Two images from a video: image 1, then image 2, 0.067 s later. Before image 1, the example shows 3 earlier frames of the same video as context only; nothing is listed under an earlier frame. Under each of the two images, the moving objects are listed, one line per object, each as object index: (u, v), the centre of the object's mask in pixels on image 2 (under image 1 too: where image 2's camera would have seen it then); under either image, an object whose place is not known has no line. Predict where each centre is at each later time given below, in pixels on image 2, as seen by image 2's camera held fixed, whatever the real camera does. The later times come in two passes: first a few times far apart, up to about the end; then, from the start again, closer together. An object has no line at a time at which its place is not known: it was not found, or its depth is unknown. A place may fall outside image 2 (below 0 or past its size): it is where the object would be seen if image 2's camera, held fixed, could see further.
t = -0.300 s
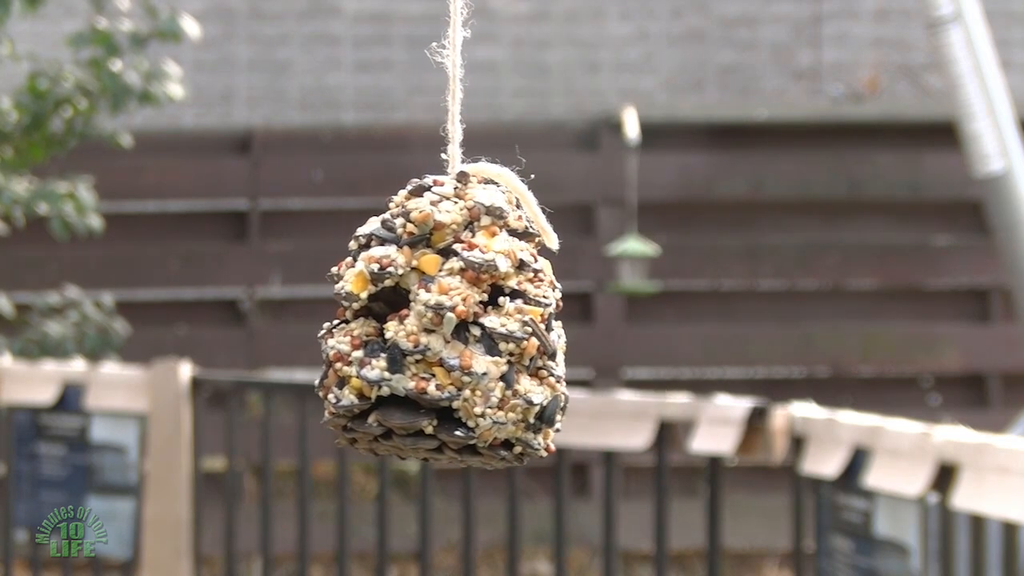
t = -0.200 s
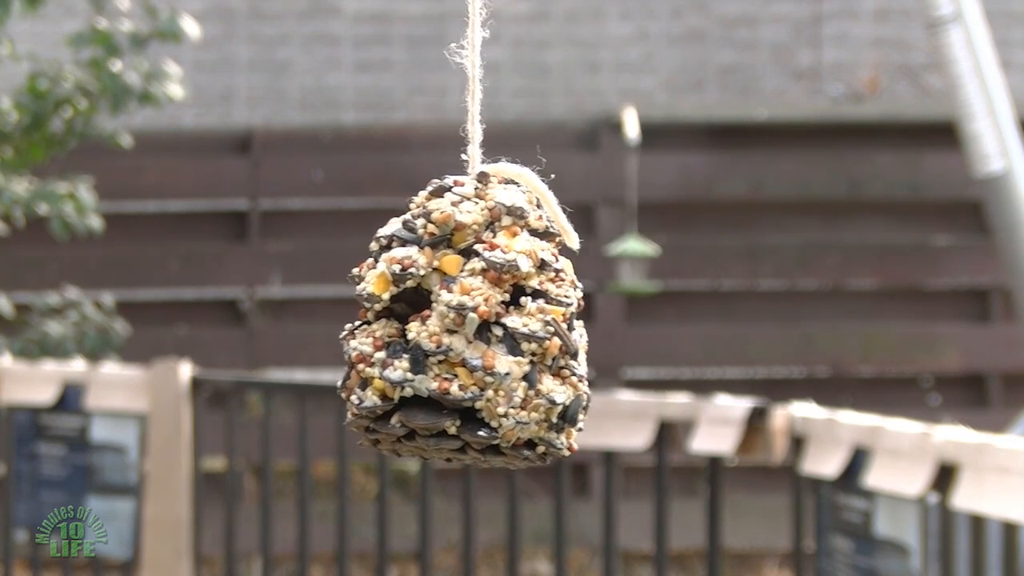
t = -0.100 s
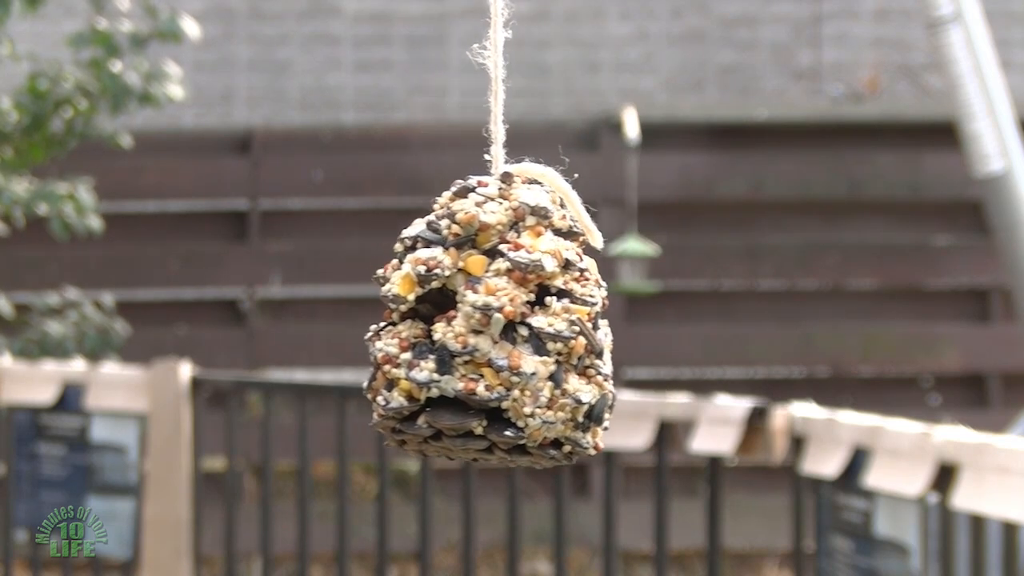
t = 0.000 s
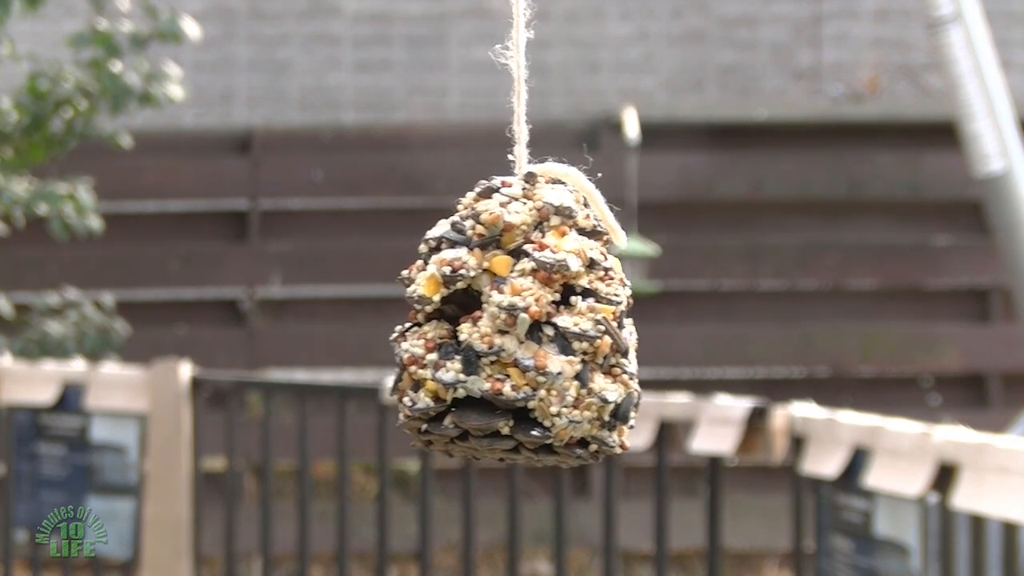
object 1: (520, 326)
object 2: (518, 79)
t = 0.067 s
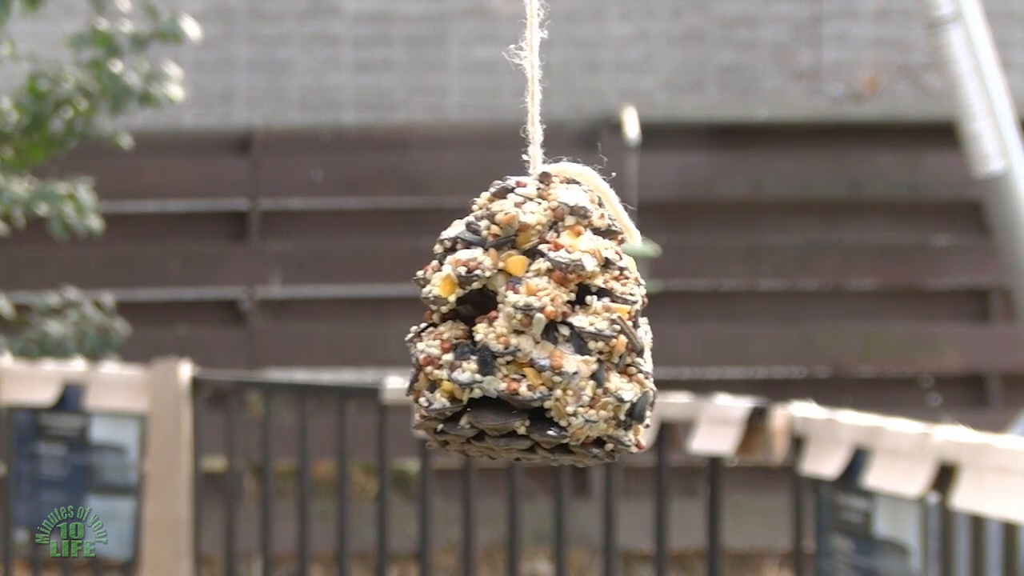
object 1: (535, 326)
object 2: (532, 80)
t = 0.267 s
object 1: (565, 325)
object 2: (560, 78)
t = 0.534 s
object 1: (556, 325)
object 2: (553, 78)
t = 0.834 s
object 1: (492, 326)
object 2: (495, 78)
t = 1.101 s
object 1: (436, 326)
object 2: (444, 78)
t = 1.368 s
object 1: (430, 327)
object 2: (437, 78)
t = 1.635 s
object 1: (475, 326)
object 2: (478, 79)
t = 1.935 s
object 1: (544, 326)
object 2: (540, 80)
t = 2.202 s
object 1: (565, 325)
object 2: (560, 78)
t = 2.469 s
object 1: (532, 326)
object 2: (531, 80)
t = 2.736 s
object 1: (471, 327)
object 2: (475, 80)
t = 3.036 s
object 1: (428, 327)
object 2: (436, 78)
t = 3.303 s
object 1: (450, 327)
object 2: (455, 79)
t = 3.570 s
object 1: (510, 329)
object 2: (509, 81)
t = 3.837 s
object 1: (558, 327)
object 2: (554, 79)
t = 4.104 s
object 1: (557, 327)
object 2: (554, 79)
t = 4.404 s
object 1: (500, 327)
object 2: (503, 80)
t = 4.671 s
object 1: (444, 328)
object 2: (451, 80)
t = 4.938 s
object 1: (429, 329)
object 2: (438, 79)
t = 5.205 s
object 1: (468, 329)
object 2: (472, 81)
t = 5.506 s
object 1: (537, 329)
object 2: (534, 81)
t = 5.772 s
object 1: (566, 328)
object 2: (561, 80)
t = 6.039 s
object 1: (540, 329)
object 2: (539, 81)
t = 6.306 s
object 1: (480, 329)
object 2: (484, 81)
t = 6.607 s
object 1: (430, 329)
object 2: (439, 79)
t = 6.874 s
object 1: (443, 330)
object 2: (449, 80)
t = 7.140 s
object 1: (498, 330)
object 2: (499, 81)
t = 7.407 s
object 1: (552, 328)
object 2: (549, 79)
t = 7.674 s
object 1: (561, 328)
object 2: (558, 79)
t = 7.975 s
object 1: (512, 330)
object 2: (514, 81)
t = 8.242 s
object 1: (454, 330)
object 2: (462, 81)
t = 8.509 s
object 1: (430, 330)
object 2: (439, 80)
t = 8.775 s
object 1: (461, 331)
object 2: (466, 81)
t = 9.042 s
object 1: (521, 330)
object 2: (520, 83)
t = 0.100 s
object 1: (543, 327)
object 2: (539, 79)
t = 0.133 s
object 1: (548, 326)
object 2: (544, 80)
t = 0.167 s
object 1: (553, 326)
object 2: (549, 79)
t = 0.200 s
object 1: (558, 325)
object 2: (554, 78)
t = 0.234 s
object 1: (562, 325)
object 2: (557, 78)
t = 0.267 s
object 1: (565, 325)
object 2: (560, 78)
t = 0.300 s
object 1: (567, 325)
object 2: (562, 78)
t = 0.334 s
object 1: (570, 326)
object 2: (564, 78)
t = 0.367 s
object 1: (569, 325)
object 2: (564, 78)
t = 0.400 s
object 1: (569, 326)
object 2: (564, 78)
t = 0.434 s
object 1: (566, 325)
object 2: (562, 77)
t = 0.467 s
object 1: (564, 325)
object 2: (559, 77)
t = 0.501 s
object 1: (561, 325)
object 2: (557, 78)
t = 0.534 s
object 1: (556, 325)
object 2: (553, 78)
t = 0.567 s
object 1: (551, 325)
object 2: (549, 78)
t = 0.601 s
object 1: (546, 327)
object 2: (544, 79)
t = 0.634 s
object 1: (539, 326)
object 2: (537, 78)
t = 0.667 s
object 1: (532, 326)
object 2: (531, 79)
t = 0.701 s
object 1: (524, 325)
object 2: (524, 79)
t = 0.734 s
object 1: (517, 326)
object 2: (518, 79)
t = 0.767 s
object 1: (508, 325)
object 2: (510, 78)
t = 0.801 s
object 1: (500, 326)
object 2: (502, 78)
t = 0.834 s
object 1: (492, 326)
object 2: (495, 78)
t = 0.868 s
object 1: (485, 327)
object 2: (489, 80)
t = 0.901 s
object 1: (476, 326)
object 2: (481, 79)
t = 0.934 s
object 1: (468, 325)
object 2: (473, 78)
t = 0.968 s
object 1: (461, 326)
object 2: (466, 79)
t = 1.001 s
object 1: (453, 325)
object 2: (459, 78)
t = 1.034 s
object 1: (447, 325)
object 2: (453, 78)
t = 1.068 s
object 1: (441, 326)
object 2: (448, 79)
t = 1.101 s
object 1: (436, 326)
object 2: (444, 78)
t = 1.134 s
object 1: (433, 326)
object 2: (441, 79)
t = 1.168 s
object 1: (429, 326)
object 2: (437, 78)
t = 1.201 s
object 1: (427, 326)
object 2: (435, 77)
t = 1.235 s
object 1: (426, 326)
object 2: (434, 77)
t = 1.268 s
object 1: (426, 326)
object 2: (434, 77)
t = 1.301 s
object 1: (425, 326)
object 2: (433, 77)
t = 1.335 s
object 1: (426, 325)
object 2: (434, 76)
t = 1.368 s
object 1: (430, 327)
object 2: (437, 78)
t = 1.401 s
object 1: (433, 326)
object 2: (440, 77)
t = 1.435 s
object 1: (436, 326)
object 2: (443, 78)
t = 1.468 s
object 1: (441, 326)
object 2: (447, 77)
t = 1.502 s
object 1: (447, 326)
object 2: (452, 78)
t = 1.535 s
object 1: (453, 326)
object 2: (458, 77)
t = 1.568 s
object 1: (460, 326)
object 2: (464, 78)
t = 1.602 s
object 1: (468, 327)
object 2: (471, 78)
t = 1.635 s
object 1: (475, 326)
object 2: (478, 79)
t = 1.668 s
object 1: (484, 326)
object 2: (485, 78)
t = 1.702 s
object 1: (492, 326)
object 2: (493, 79)
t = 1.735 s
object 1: (500, 326)
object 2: (500, 78)
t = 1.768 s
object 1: (508, 327)
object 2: (507, 79)
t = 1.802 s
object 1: (516, 326)
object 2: (515, 79)
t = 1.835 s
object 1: (524, 326)
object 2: (522, 79)
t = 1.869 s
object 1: (531, 326)
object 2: (529, 80)
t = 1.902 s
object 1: (538, 326)
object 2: (535, 79)
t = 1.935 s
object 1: (544, 326)
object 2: (540, 80)
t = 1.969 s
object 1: (550, 326)
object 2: (546, 78)
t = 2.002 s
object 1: (554, 325)
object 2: (550, 78)
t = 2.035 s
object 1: (558, 325)
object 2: (554, 78)
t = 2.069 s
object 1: (561, 325)
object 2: (556, 78)
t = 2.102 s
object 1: (564, 325)
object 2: (559, 78)
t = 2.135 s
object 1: (565, 325)
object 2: (560, 78)
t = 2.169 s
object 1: (565, 325)
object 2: (560, 78)
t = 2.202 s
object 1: (565, 325)
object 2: (560, 78)
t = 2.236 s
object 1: (564, 325)
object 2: (559, 78)
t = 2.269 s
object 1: (561, 325)
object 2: (557, 78)
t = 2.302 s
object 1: (558, 326)
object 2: (555, 78)
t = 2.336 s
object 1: (554, 326)
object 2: (551, 78)
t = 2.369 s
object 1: (549, 326)
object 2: (547, 78)
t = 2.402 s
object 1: (545, 326)
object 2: (542, 79)
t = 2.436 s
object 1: (538, 326)
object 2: (537, 79)
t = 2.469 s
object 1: (532, 326)
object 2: (531, 80)
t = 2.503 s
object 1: (524, 326)
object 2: (524, 80)
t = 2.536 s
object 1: (517, 327)
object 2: (518, 80)
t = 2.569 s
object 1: (510, 327)
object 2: (511, 80)
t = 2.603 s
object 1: (502, 327)
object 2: (504, 80)
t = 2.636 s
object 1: (494, 327)
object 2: (496, 80)
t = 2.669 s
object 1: (486, 327)
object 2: (490, 80)
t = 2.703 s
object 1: (478, 327)
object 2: (482, 80)
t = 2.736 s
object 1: (471, 327)
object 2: (475, 80)
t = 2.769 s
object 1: (463, 327)
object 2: (468, 80)
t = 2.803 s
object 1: (456, 328)
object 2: (462, 81)
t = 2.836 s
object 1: (449, 327)
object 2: (456, 79)
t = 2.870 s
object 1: (444, 327)
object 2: (451, 80)
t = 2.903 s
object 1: (439, 327)
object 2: (446, 80)
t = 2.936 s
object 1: (435, 327)
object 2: (443, 80)
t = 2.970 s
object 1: (432, 327)
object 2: (440, 80)
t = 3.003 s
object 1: (429, 326)
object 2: (437, 78)
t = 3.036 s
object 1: (428, 327)
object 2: (436, 78)
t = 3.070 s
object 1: (428, 327)
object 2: (436, 78)
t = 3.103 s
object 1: (428, 327)
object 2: (436, 78)
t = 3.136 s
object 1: (430, 327)
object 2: (438, 78)
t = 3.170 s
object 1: (432, 327)
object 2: (439, 79)
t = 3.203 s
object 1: (435, 327)
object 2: (442, 79)
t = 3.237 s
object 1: (439, 327)
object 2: (446, 79)
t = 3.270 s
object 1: (444, 327)
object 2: (450, 79)
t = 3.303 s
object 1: (450, 327)
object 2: (455, 79)
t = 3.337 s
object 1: (456, 327)
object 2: (460, 79)
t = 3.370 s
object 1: (464, 328)
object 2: (467, 80)
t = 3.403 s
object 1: (471, 328)
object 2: (474, 80)
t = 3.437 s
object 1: (478, 328)
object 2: (481, 80)
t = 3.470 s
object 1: (487, 328)
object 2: (488, 80)
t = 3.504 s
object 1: (494, 328)
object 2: (495, 80)
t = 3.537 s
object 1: (502, 328)
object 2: (503, 80)
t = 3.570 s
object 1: (510, 329)
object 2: (509, 81)
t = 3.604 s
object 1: (518, 328)
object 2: (517, 79)
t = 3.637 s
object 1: (525, 328)
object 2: (524, 80)
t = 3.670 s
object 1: (532, 328)
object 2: (530, 81)
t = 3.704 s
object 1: (539, 328)
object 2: (536, 80)
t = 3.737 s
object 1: (545, 328)
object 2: (541, 81)
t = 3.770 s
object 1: (550, 328)
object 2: (546, 80)
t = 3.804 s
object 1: (554, 327)
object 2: (551, 80)
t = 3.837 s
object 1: (558, 327)
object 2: (554, 79)
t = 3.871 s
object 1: (561, 327)
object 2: (557, 79)
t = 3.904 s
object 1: (563, 327)
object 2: (558, 79)
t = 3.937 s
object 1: (564, 327)
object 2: (560, 79)
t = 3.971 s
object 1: (564, 327)
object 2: (560, 79)
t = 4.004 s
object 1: (564, 327)
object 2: (560, 79)
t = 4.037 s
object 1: (563, 327)
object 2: (559, 79)
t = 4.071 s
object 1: (560, 327)
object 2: (556, 79)
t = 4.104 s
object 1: (557, 327)
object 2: (554, 79)
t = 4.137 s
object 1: (553, 327)
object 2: (550, 79)
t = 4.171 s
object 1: (548, 327)
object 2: (546, 79)
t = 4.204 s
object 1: (543, 327)
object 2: (542, 80)
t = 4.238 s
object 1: (536, 327)
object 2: (535, 80)
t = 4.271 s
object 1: (530, 327)
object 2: (530, 80)
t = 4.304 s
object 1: (523, 327)
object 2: (523, 81)
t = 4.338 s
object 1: (516, 327)
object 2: (517, 80)
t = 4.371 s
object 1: (507, 327)
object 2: (510, 80)
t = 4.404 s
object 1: (500, 327)
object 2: (503, 80)
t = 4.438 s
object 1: (492, 327)
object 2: (496, 80)
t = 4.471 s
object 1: (485, 328)
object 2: (489, 80)
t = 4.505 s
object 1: (477, 328)
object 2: (482, 80)
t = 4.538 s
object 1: (469, 328)
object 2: (475, 81)
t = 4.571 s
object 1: (463, 328)
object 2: (469, 80)
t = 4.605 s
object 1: (455, 327)
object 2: (462, 80)
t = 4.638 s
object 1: (449, 327)
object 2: (456, 80)
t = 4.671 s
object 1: (444, 328)
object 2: (451, 80)
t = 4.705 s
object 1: (439, 328)
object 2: (447, 81)
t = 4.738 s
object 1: (435, 328)
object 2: (443, 81)
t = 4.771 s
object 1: (431, 328)
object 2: (440, 80)
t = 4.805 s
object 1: (429, 328)
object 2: (438, 80)
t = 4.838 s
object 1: (428, 328)
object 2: (437, 79)
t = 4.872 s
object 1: (427, 328)
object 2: (436, 79)
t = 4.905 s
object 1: (428, 329)
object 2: (436, 78)
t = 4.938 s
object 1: (429, 329)
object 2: (438, 79)
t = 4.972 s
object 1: (431, 329)
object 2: (439, 80)
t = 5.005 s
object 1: (434, 328)
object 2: (442, 80)
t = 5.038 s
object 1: (438, 329)
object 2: (445, 80)
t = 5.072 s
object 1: (442, 329)
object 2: (449, 80)
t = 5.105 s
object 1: (448, 329)
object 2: (454, 79)
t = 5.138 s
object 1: (454, 329)
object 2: (460, 80)
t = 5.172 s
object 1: (461, 329)
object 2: (465, 80)
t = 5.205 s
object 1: (468, 329)
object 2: (472, 81)
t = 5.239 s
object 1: (476, 328)
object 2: (479, 80)
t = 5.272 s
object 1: (483, 329)
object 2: (486, 80)
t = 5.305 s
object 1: (492, 329)
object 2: (493, 81)
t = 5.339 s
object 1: (500, 329)
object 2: (501, 80)
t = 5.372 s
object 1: (508, 329)
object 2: (508, 80)
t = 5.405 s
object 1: (516, 329)
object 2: (515, 80)
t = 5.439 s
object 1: (522, 329)
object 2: (521, 81)
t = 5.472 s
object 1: (530, 328)
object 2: (529, 80)
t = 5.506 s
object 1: (537, 329)
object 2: (534, 81)
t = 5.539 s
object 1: (543, 329)
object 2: (540, 80)
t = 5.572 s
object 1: (549, 328)
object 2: (545, 80)
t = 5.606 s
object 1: (554, 328)
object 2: (550, 79)
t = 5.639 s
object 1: (557, 328)
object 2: (553, 79)
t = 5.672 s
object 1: (561, 328)
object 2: (556, 79)
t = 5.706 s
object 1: (563, 328)
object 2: (559, 80)
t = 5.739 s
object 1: (565, 328)
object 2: (560, 80)
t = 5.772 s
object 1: (566, 328)
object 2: (561, 80)
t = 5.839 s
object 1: (564, 328)
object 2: (560, 80)
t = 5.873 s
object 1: (562, 328)
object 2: (558, 81)
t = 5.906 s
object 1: (559, 328)
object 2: (556, 80)
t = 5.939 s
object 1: (555, 328)
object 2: (553, 80)
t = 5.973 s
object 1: (551, 328)
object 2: (549, 80)
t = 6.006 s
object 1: (546, 329)
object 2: (544, 81)
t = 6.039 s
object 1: (540, 329)
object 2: (539, 81)
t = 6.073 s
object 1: (533, 329)
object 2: (533, 81)
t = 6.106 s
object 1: (526, 328)
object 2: (526, 81)
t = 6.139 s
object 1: (519, 329)
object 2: (520, 81)
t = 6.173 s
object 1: (511, 329)
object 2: (513, 81)
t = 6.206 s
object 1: (504, 329)
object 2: (506, 80)
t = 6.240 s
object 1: (495, 329)
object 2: (498, 81)
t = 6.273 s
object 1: (487, 329)
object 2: (492, 81)
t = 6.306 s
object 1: (480, 329)
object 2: (484, 81)
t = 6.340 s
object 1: (472, 330)
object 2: (478, 81)
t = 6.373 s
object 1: (465, 329)
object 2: (471, 80)
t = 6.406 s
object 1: (458, 329)
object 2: (465, 81)
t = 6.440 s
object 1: (452, 329)
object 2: (459, 80)
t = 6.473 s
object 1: (446, 329)
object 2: (454, 80)
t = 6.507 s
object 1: (441, 329)
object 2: (449, 80)
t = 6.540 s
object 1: (437, 329)
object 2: (445, 80)
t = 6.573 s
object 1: (433, 329)
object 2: (442, 81)
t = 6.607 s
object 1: (430, 329)
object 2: (439, 79)
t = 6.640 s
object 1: (429, 329)
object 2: (438, 78)
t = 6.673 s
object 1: (428, 329)
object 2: (437, 78)
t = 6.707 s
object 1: (428, 330)
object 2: (437, 78)
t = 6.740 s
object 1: (430, 329)
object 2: (439, 78)
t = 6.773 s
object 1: (431, 329)
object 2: (440, 79)
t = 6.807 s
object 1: (434, 329)
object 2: (442, 78)
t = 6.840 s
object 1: (438, 329)
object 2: (445, 79)
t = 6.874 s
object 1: (443, 330)
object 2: (449, 80)
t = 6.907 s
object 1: (448, 330)
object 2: (454, 80)
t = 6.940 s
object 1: (453, 330)
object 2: (459, 80)
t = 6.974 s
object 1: (460, 330)
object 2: (465, 80)
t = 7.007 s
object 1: (467, 329)
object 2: (471, 80)
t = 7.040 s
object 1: (475, 330)
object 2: (478, 80)
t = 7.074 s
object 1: (483, 330)
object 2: (485, 80)
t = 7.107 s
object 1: (490, 329)
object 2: (493, 80)
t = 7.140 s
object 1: (498, 330)
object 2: (499, 81)
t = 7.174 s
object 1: (506, 330)
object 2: (507, 80)
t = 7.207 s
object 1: (514, 329)
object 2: (514, 81)
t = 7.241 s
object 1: (521, 328)
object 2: (521, 80)
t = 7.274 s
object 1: (528, 328)
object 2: (527, 81)
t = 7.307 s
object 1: (535, 329)
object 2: (534, 81)
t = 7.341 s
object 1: (542, 329)
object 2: (540, 81)
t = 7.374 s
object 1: (547, 329)
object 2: (545, 80)
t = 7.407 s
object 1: (552, 328)
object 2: (549, 79)
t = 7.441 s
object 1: (556, 328)
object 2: (553, 79)
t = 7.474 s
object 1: (560, 328)
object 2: (556, 79)
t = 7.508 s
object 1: (562, 329)
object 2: (558, 79)
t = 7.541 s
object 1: (564, 328)
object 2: (560, 80)
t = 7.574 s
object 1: (565, 328)
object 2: (561, 79)
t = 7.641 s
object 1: (563, 328)
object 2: (560, 79)
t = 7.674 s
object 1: (561, 328)
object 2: (558, 79)
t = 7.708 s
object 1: (558, 329)
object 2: (556, 79)
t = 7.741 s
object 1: (555, 328)
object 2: (553, 79)
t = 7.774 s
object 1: (550, 329)
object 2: (549, 80)
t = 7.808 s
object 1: (546, 329)
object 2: (544, 80)
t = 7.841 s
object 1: (539, 329)
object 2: (539, 80)
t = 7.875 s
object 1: (533, 329)
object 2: (533, 81)
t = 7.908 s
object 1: (526, 329)
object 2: (527, 80)
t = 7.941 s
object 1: (519, 330)
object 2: (521, 82)
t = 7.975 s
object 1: (512, 330)
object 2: (514, 81)
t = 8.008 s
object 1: (503, 329)
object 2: (507, 81)
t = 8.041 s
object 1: (497, 330)
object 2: (501, 81)
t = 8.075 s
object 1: (489, 330)
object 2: (494, 81)
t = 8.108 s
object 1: (481, 330)
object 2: (486, 82)
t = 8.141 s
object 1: (474, 330)
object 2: (480, 81)
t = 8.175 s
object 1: (466, 330)
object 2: (473, 82)
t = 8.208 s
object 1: (459, 330)
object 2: (467, 81)
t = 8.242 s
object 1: (454, 330)
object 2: (462, 81)
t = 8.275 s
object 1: (448, 329)
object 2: (457, 80)
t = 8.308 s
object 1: (443, 330)
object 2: (452, 81)
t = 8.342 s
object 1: (438, 330)
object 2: (447, 80)
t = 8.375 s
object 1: (435, 330)
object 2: (445, 81)
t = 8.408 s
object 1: (433, 330)
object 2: (443, 80)
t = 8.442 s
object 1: (431, 330)
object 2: (441, 80)
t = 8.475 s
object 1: (430, 330)
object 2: (439, 81)
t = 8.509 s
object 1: (430, 330)
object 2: (439, 80)
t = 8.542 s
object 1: (431, 330)
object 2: (441, 80)
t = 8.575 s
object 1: (433, 330)
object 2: (442, 81)
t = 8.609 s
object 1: (436, 330)
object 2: (444, 80)
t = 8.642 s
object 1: (439, 330)
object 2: (447, 81)
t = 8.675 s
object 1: (443, 330)
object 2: (451, 81)
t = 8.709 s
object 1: (448, 330)
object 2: (455, 80)
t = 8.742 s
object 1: (455, 330)
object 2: (461, 80)
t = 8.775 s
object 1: (461, 331)
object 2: (466, 81)
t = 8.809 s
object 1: (468, 330)
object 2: (473, 81)
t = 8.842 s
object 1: (475, 330)
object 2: (479, 81)
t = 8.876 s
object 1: (482, 331)
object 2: (485, 82)
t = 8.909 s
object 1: (489, 331)
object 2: (492, 82)
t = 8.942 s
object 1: (497, 330)
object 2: (499, 82)
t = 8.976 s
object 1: (504, 331)
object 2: (506, 83)
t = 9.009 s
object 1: (513, 331)
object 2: (514, 82)
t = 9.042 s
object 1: (521, 330)
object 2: (520, 83)
